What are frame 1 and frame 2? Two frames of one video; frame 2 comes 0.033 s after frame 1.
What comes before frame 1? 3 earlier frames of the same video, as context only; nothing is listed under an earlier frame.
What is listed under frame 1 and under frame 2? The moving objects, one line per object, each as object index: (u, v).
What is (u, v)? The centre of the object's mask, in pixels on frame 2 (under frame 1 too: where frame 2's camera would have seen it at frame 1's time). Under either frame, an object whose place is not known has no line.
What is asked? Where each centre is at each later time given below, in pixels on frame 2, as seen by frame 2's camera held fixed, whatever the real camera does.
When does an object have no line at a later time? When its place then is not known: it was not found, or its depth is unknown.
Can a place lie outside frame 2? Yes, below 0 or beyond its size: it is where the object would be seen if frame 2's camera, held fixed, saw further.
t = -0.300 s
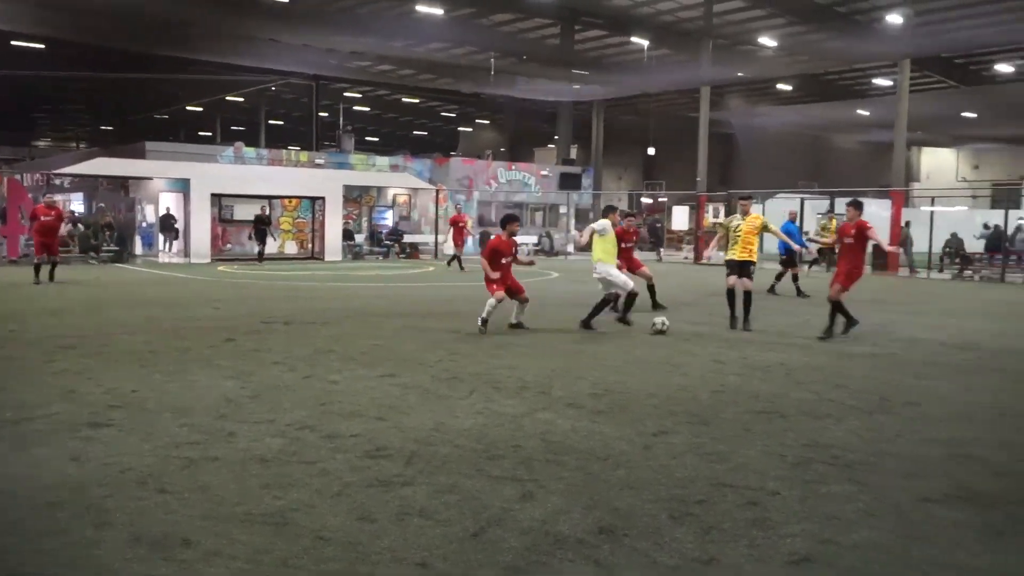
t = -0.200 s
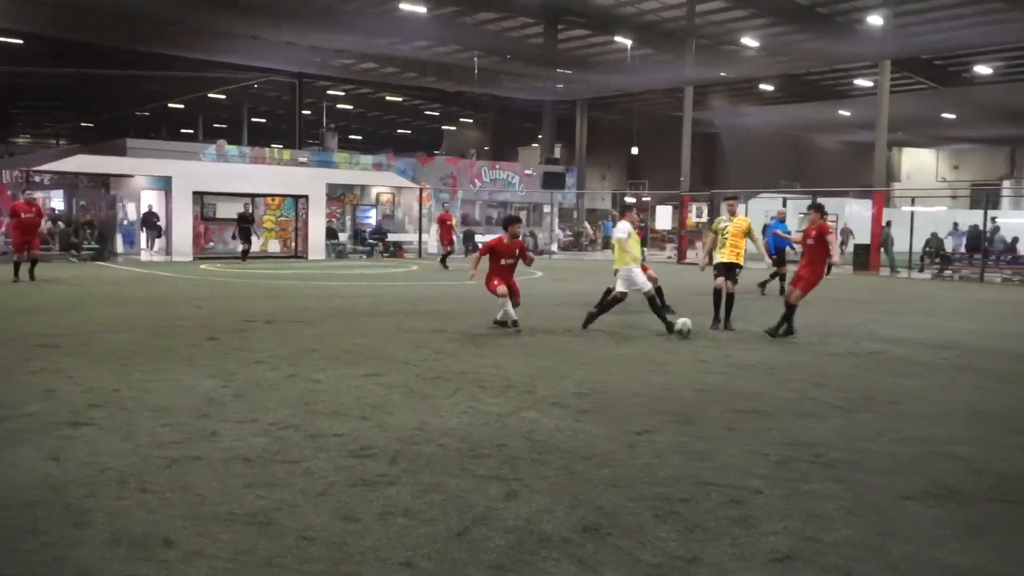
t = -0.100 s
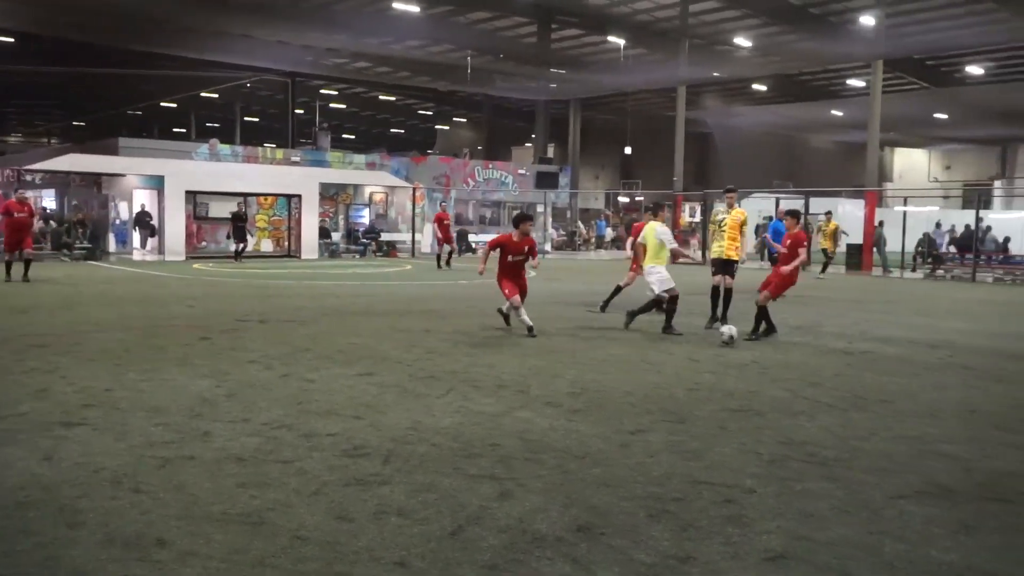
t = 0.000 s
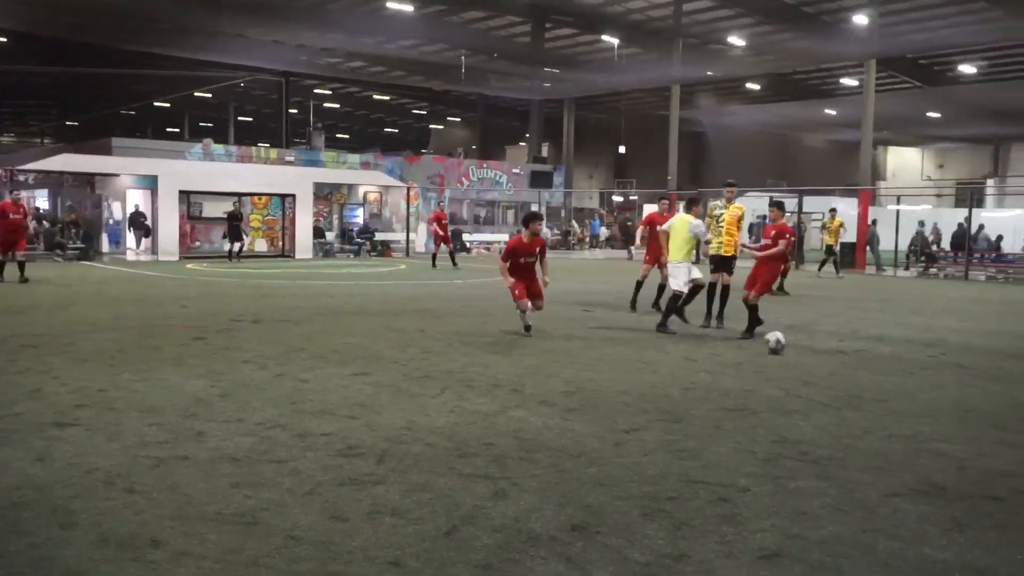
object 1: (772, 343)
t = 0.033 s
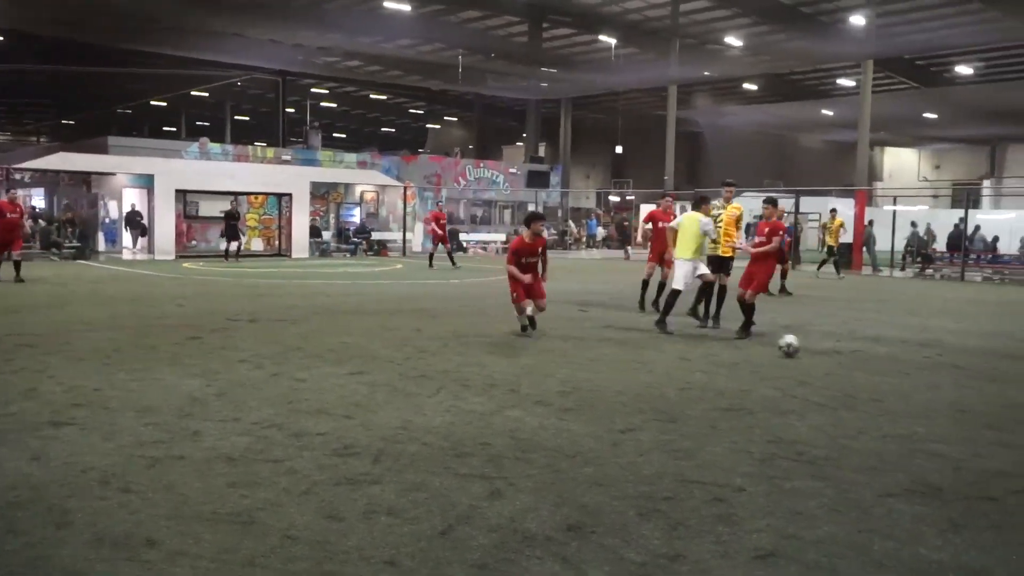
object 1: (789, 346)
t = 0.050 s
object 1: (798, 348)
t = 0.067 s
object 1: (807, 350)
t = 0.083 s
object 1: (816, 349)
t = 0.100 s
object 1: (824, 350)
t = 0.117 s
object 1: (833, 351)
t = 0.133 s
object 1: (842, 351)
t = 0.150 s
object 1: (851, 352)
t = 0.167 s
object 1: (861, 354)
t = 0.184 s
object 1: (871, 356)
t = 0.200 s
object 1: (880, 359)
